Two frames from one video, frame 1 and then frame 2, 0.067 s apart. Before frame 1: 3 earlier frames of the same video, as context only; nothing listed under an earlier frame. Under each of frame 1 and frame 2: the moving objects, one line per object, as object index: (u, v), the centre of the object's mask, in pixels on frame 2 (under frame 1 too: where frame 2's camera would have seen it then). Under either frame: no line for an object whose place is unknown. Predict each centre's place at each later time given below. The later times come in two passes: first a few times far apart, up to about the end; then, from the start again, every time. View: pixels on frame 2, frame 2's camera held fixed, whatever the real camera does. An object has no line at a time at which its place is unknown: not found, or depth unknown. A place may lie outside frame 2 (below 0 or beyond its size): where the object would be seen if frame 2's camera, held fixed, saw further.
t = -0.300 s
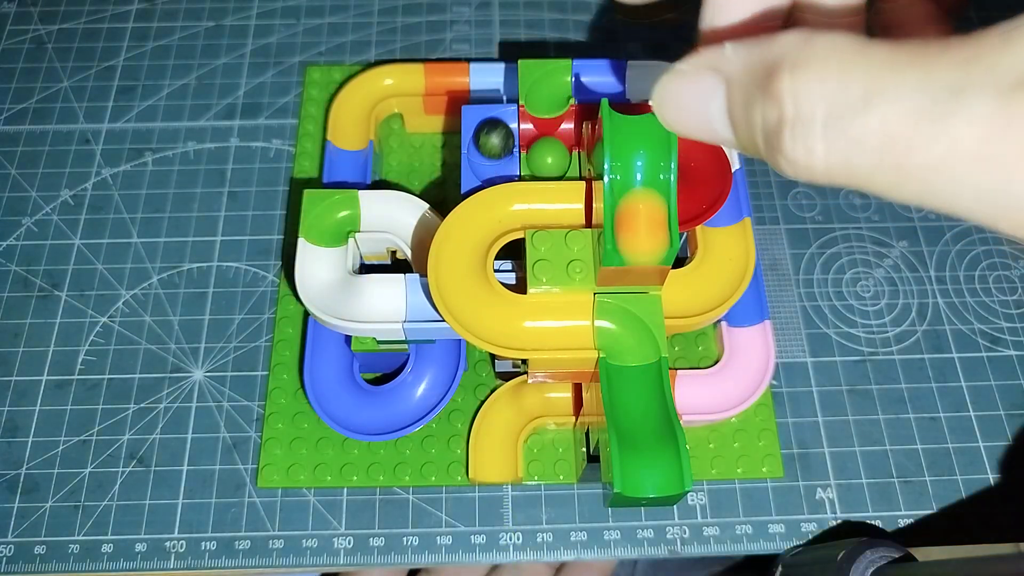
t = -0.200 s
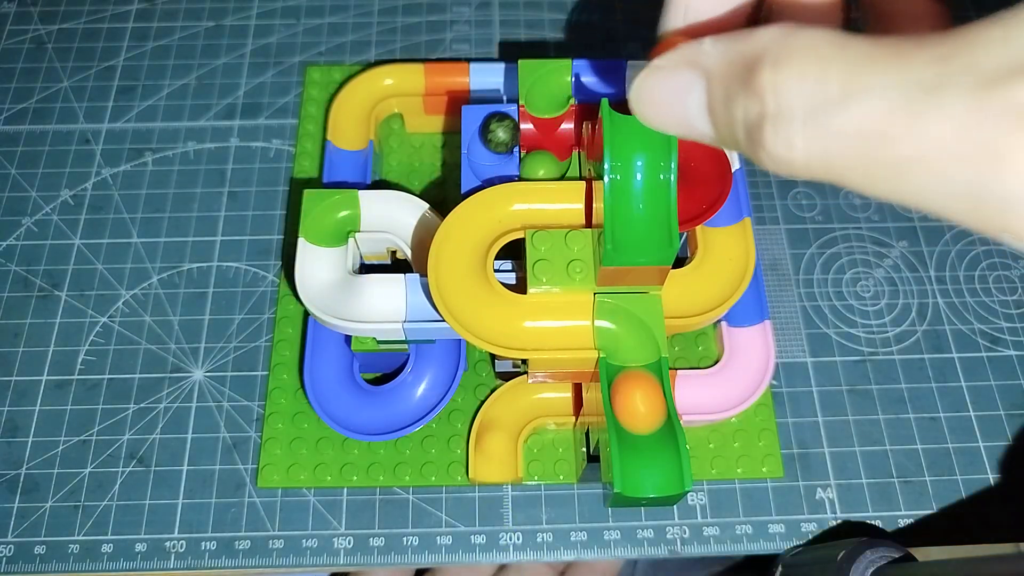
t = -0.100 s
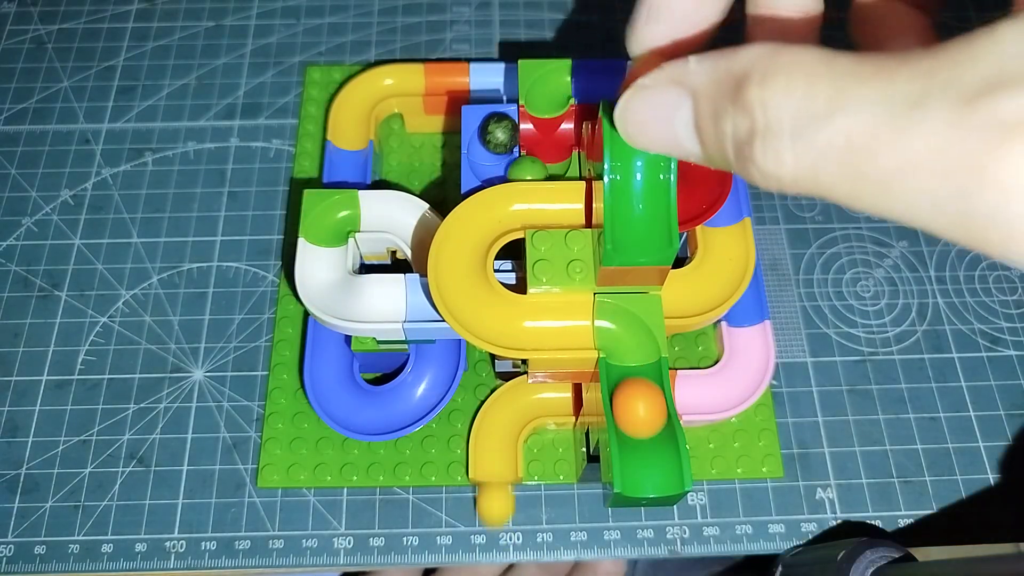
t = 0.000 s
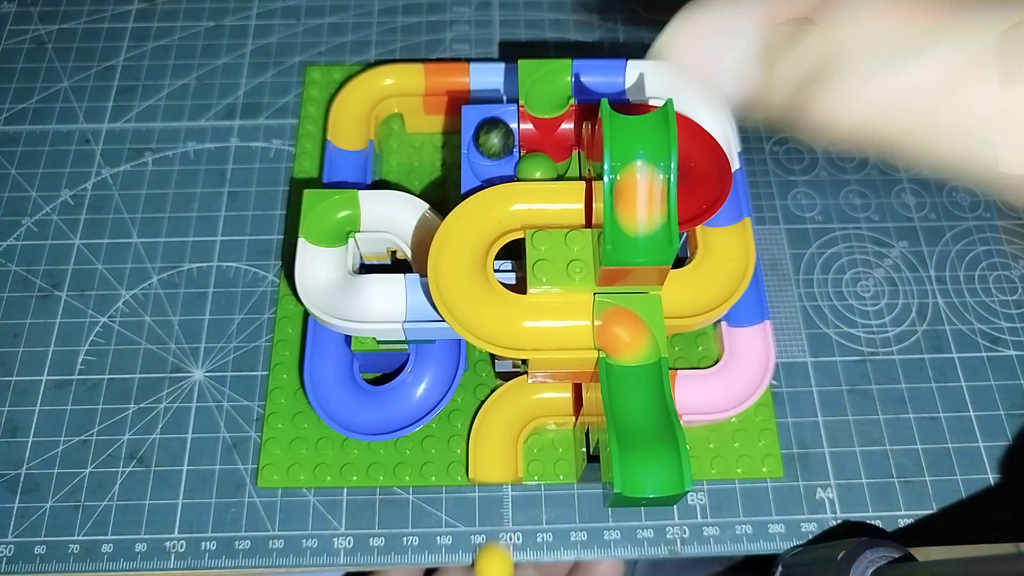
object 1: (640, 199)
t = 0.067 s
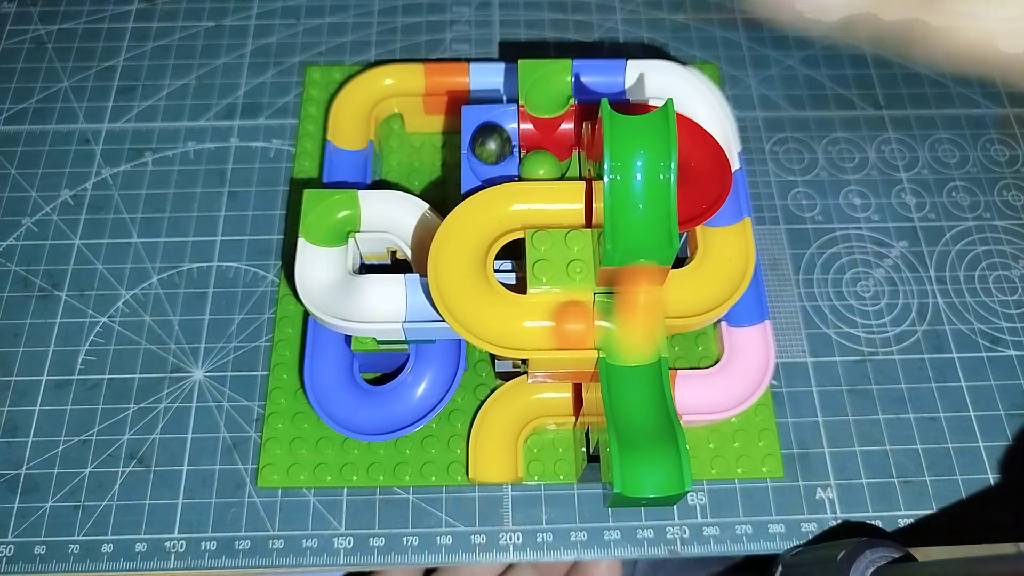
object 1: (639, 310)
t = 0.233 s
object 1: (638, 399)
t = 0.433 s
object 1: (540, 325)
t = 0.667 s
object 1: (469, 236)
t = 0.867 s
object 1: (574, 206)
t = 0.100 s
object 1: (636, 385)
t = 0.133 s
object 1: (639, 407)
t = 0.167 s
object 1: (642, 418)
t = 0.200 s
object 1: (641, 415)
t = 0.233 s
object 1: (638, 399)
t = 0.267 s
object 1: (634, 369)
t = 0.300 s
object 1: (630, 345)
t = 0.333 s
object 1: (612, 328)
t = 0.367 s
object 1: (591, 325)
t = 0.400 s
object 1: (565, 325)
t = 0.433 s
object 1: (540, 325)
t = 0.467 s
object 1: (518, 326)
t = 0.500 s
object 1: (496, 319)
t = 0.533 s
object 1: (478, 308)
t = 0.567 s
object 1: (465, 292)
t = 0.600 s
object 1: (460, 273)
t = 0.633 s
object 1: (461, 253)
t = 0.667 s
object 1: (469, 236)
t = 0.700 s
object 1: (481, 222)
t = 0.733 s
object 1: (498, 211)
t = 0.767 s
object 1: (517, 208)
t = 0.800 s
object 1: (539, 207)
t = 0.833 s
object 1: (559, 207)
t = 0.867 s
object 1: (574, 206)
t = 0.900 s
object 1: (583, 206)
